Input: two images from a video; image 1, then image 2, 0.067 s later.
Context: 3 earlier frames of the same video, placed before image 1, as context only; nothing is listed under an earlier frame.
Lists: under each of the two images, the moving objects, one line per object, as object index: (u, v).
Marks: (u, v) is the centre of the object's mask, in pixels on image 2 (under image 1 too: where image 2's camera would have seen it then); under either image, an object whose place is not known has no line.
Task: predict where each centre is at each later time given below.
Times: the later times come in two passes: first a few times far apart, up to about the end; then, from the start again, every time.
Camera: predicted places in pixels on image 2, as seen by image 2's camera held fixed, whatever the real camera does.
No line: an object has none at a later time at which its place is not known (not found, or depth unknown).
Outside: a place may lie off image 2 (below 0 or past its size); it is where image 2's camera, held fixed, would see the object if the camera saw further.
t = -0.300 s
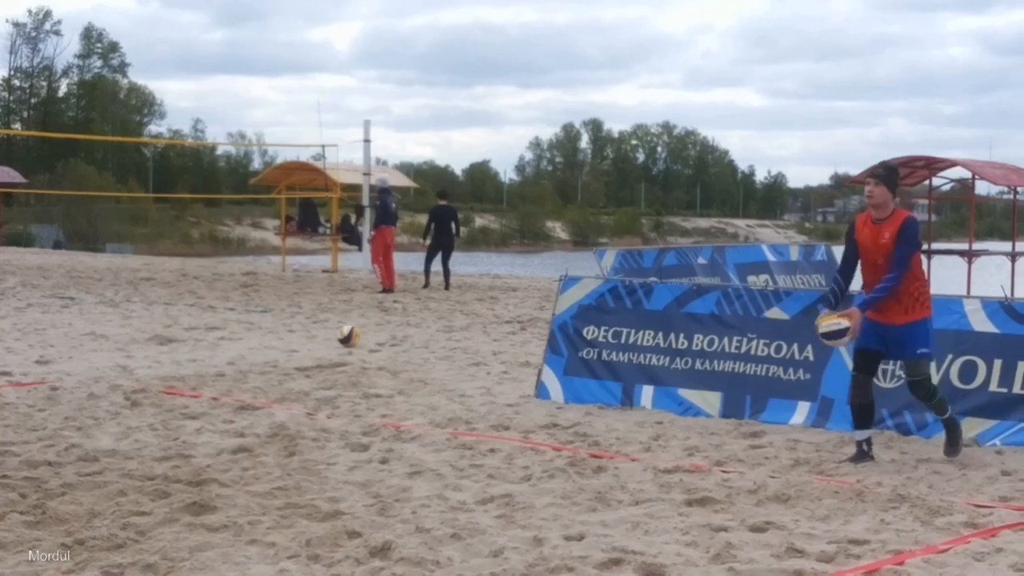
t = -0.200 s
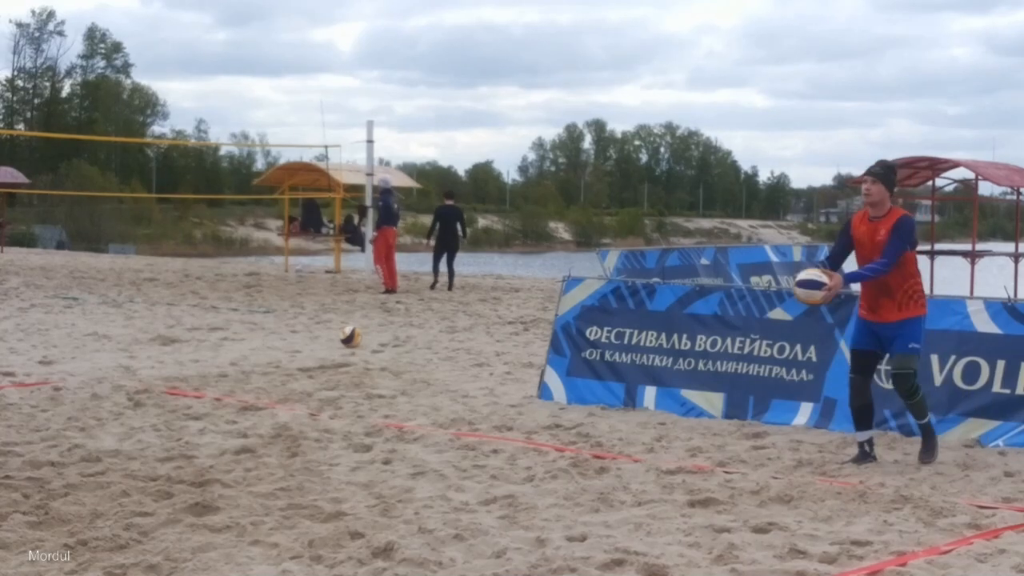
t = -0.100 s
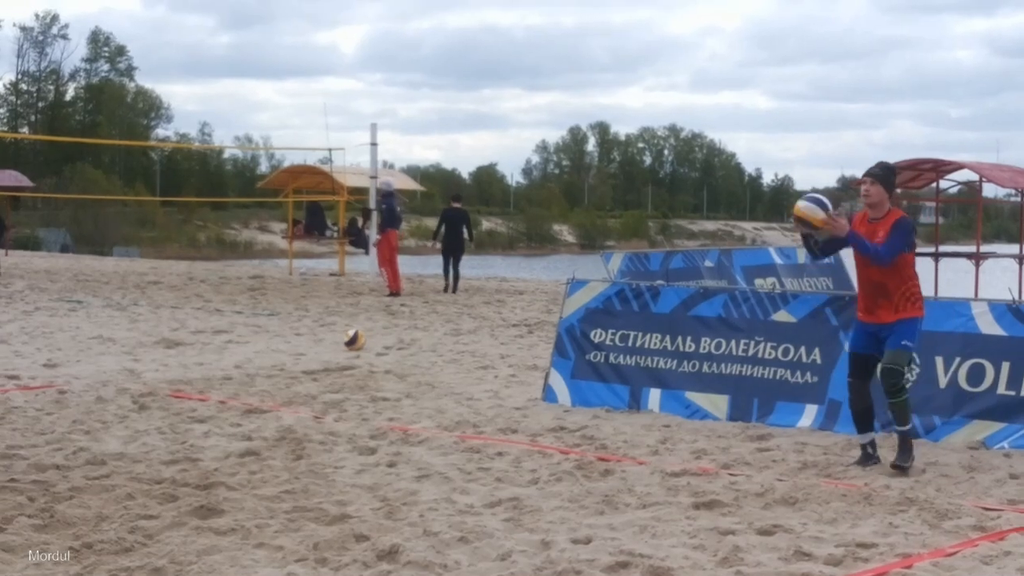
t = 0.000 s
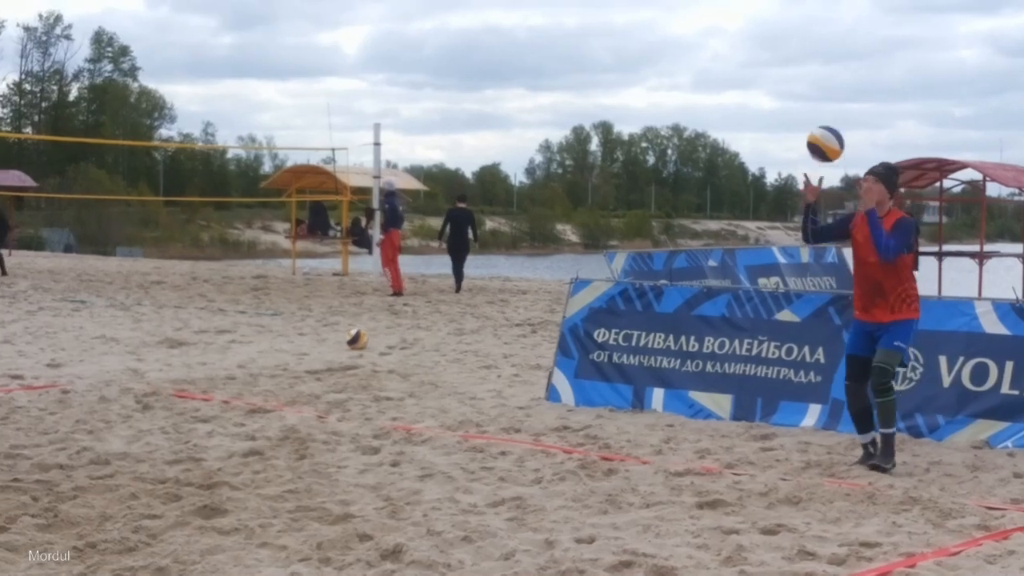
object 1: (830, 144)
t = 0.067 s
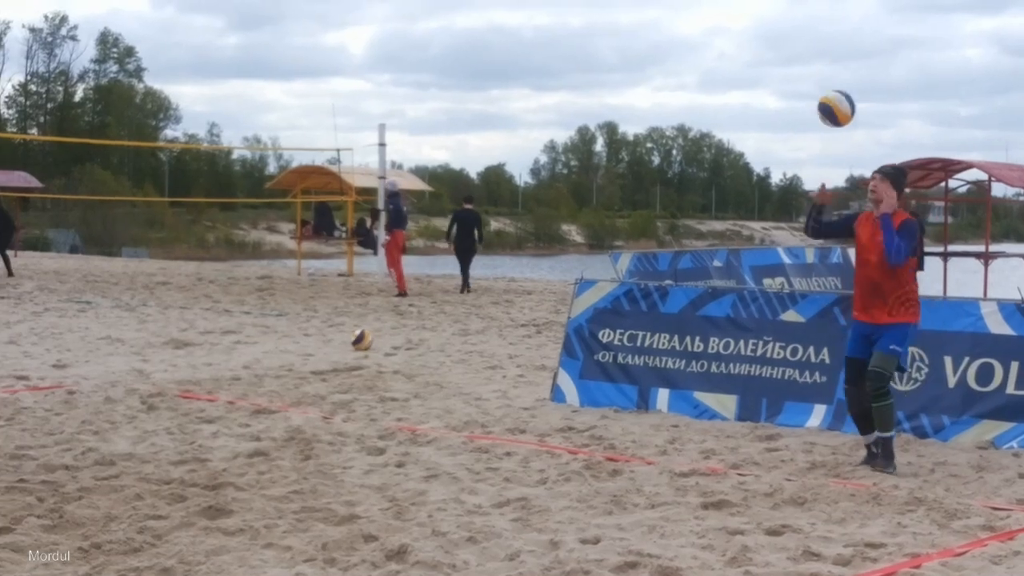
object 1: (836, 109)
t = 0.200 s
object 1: (847, 61)
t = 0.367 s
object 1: (860, 45)
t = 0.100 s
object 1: (839, 94)
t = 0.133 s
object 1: (842, 81)
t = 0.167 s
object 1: (845, 70)
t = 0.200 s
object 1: (847, 61)
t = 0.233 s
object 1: (850, 54)
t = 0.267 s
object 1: (853, 49)
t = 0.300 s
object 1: (855, 45)
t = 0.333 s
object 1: (857, 44)
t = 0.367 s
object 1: (860, 45)
